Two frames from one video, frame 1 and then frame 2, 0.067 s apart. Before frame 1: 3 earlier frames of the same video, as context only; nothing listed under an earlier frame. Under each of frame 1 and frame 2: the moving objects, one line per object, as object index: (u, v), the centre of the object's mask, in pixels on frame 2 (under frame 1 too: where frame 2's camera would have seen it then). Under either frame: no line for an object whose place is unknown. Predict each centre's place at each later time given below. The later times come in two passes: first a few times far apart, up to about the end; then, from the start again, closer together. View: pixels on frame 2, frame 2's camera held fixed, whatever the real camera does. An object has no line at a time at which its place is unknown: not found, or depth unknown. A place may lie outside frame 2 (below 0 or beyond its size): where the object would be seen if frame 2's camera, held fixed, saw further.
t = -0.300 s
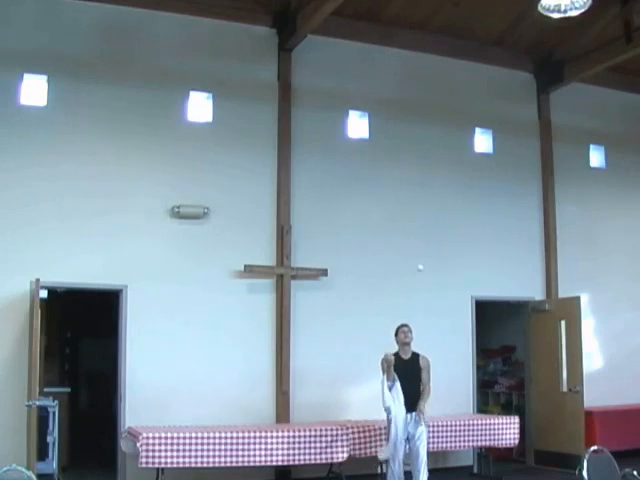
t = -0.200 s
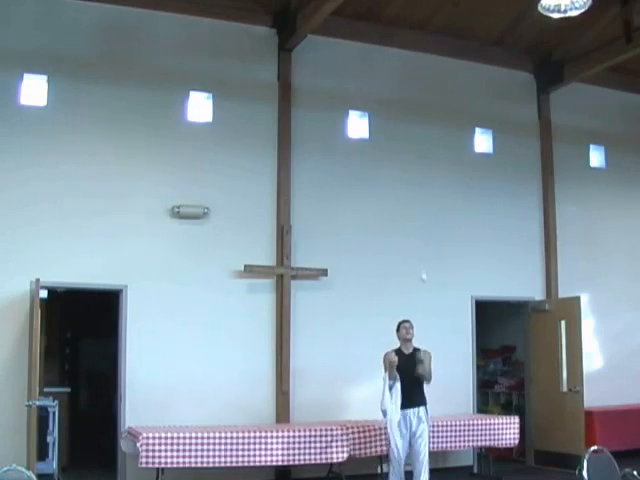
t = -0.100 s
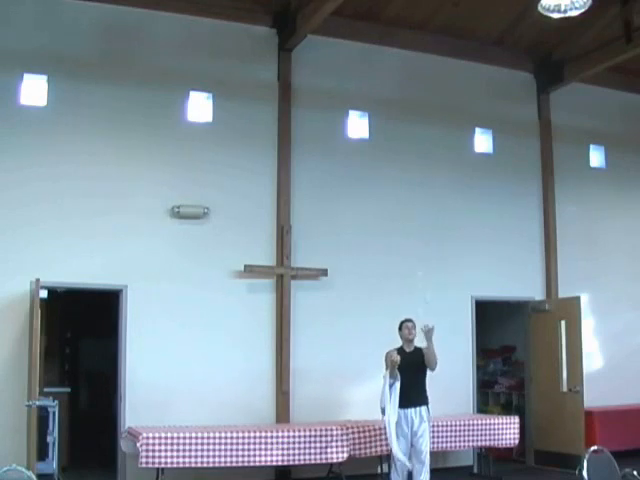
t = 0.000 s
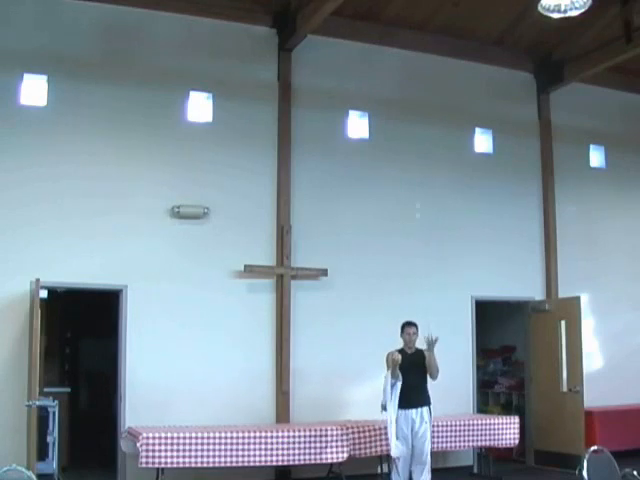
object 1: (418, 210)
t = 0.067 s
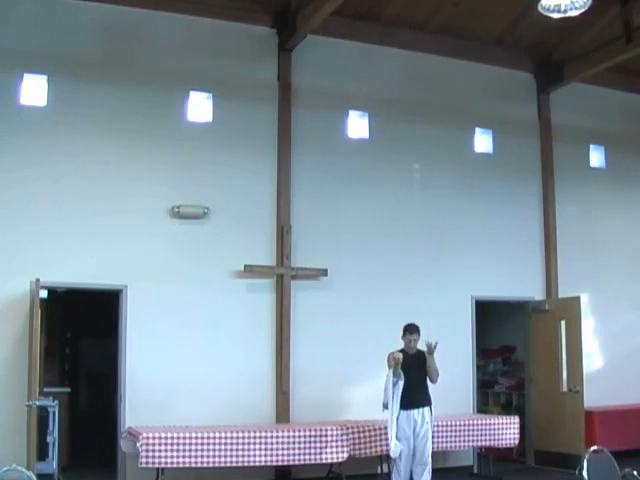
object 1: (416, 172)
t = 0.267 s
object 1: (412, 86)
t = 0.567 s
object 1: (410, 32)
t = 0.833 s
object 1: (410, 55)
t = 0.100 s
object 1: (415, 154)
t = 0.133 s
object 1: (415, 137)
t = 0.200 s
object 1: (413, 109)
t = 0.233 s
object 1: (413, 96)
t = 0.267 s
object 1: (412, 86)
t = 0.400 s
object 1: (411, 50)
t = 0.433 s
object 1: (411, 44)
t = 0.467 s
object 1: (411, 39)
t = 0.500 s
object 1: (411, 36)
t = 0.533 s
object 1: (410, 33)
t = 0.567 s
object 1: (410, 32)
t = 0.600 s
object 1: (410, 31)
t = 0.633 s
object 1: (410, 31)
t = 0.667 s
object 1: (410, 33)
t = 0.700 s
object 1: (410, 35)
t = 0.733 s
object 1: (410, 38)
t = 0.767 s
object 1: (410, 43)
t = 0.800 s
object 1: (411, 48)
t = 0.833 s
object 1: (410, 55)
